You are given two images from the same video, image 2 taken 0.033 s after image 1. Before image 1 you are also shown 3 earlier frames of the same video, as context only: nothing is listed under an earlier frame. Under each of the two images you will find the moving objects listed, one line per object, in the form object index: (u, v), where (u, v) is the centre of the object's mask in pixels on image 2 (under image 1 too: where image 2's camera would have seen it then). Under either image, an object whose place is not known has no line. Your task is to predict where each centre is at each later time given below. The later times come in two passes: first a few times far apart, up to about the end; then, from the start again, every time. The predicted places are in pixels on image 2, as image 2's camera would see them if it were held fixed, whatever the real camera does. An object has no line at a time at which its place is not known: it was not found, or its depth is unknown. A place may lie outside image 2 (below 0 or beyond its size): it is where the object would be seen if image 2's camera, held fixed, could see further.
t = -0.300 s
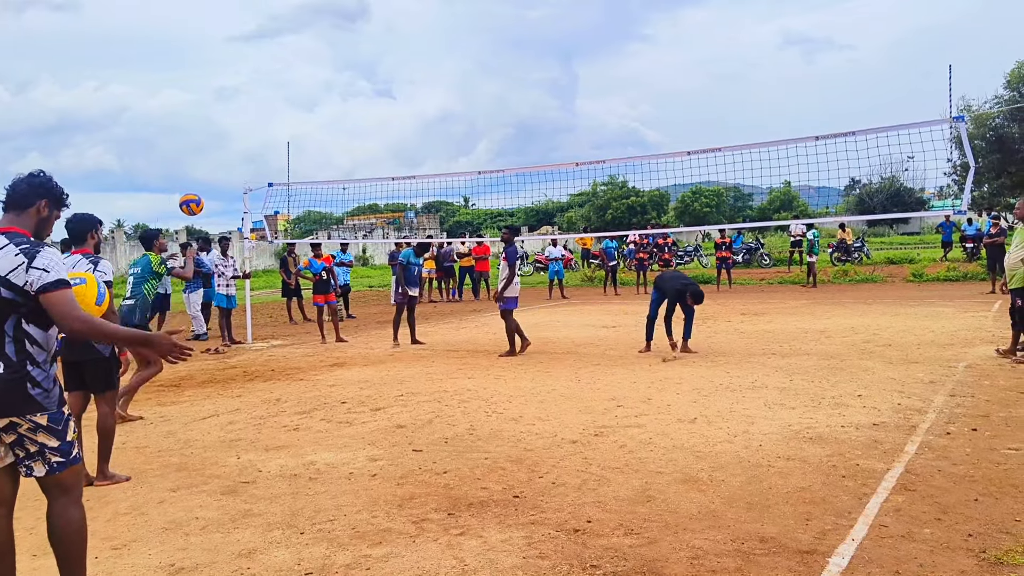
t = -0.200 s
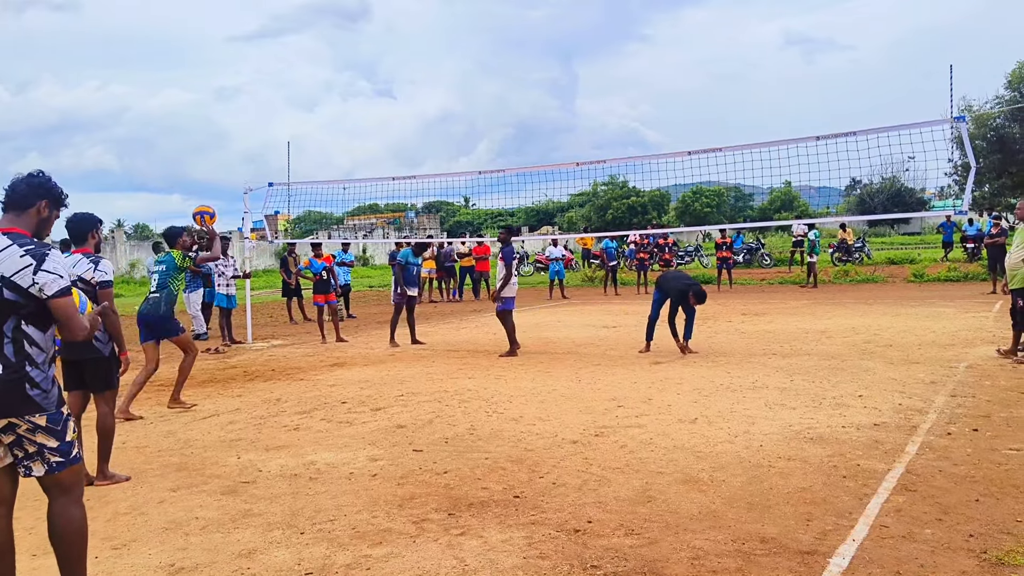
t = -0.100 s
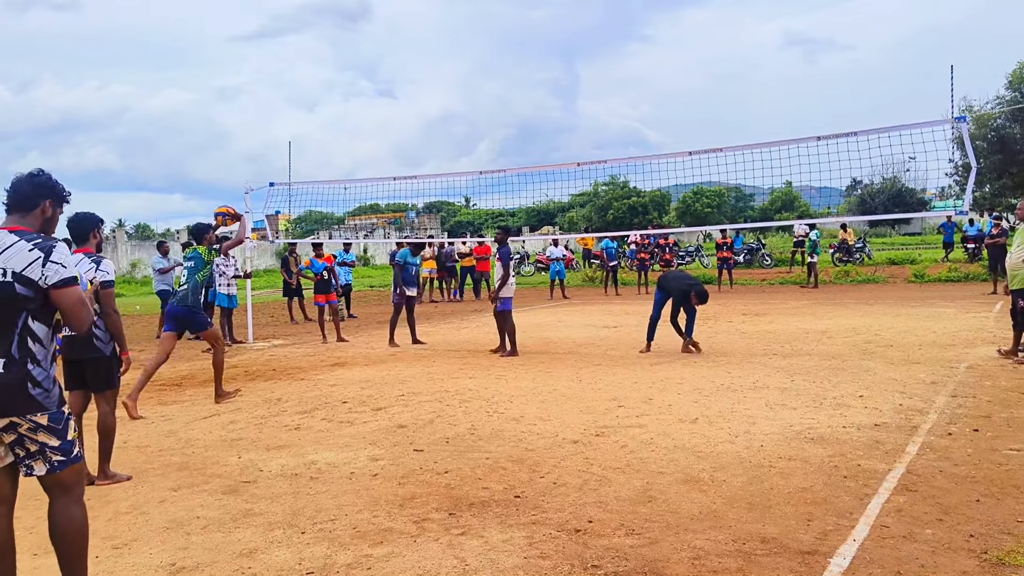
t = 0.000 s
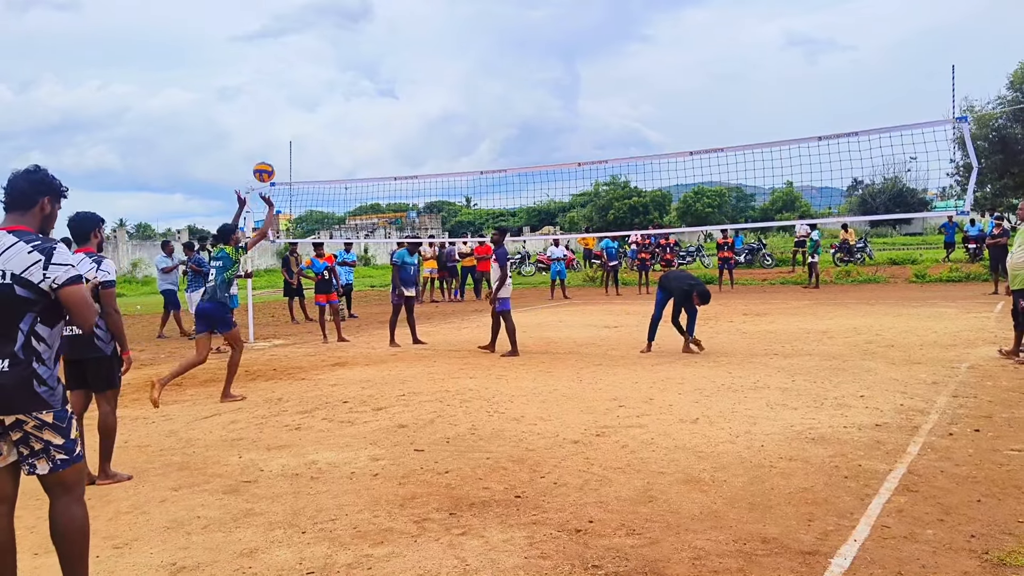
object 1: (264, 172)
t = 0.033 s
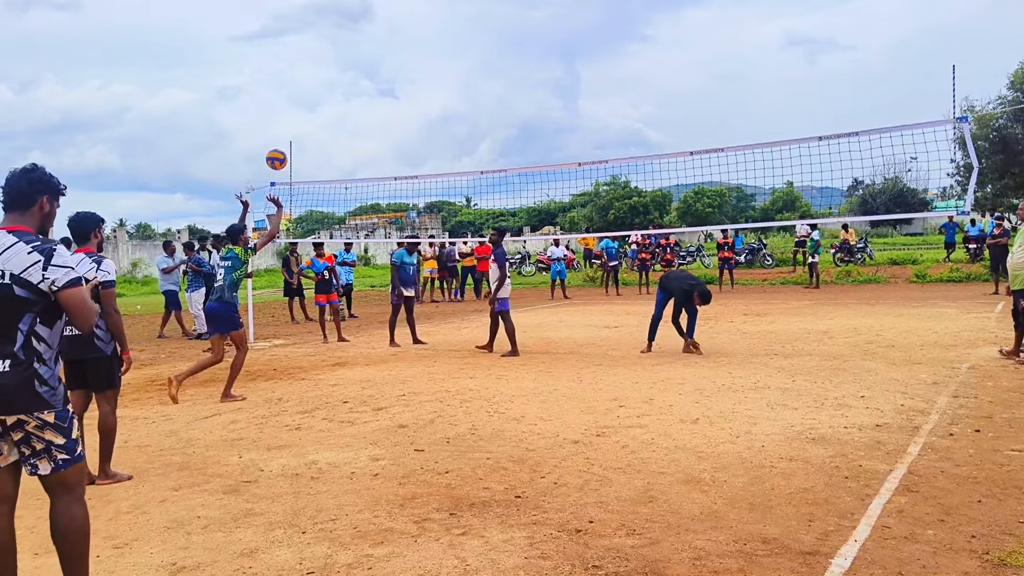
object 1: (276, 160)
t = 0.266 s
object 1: (354, 110)
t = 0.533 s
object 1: (427, 118)
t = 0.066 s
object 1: (288, 148)
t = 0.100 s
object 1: (300, 139)
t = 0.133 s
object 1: (312, 131)
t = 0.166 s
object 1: (323, 124)
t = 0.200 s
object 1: (334, 118)
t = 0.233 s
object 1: (344, 113)
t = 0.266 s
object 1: (354, 110)
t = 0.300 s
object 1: (365, 107)
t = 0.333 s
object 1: (374, 106)
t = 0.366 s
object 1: (384, 106)
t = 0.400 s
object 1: (393, 106)
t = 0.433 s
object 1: (401, 108)
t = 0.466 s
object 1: (410, 110)
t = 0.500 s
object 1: (419, 114)
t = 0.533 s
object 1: (427, 118)
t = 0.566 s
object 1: (436, 123)
